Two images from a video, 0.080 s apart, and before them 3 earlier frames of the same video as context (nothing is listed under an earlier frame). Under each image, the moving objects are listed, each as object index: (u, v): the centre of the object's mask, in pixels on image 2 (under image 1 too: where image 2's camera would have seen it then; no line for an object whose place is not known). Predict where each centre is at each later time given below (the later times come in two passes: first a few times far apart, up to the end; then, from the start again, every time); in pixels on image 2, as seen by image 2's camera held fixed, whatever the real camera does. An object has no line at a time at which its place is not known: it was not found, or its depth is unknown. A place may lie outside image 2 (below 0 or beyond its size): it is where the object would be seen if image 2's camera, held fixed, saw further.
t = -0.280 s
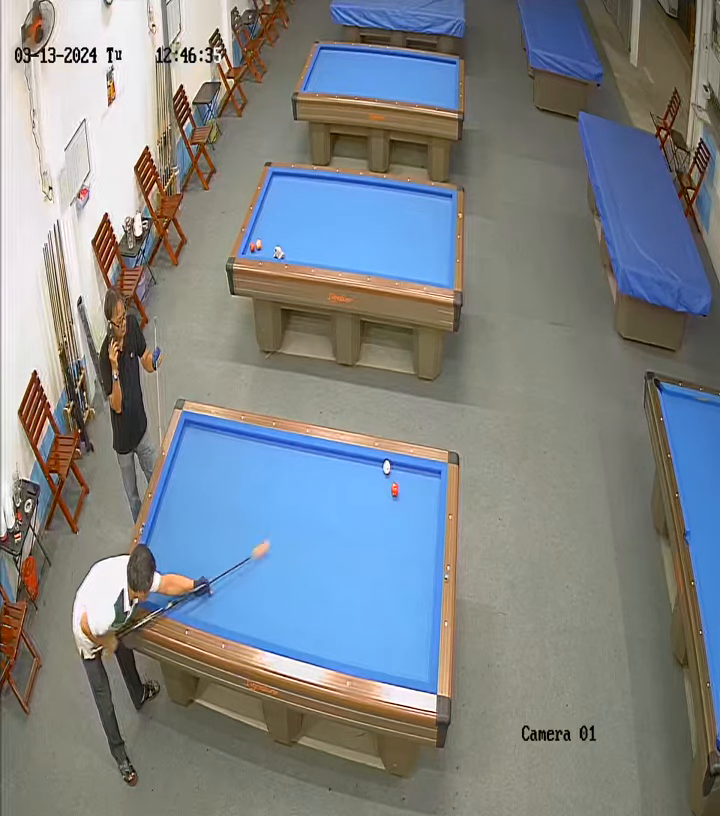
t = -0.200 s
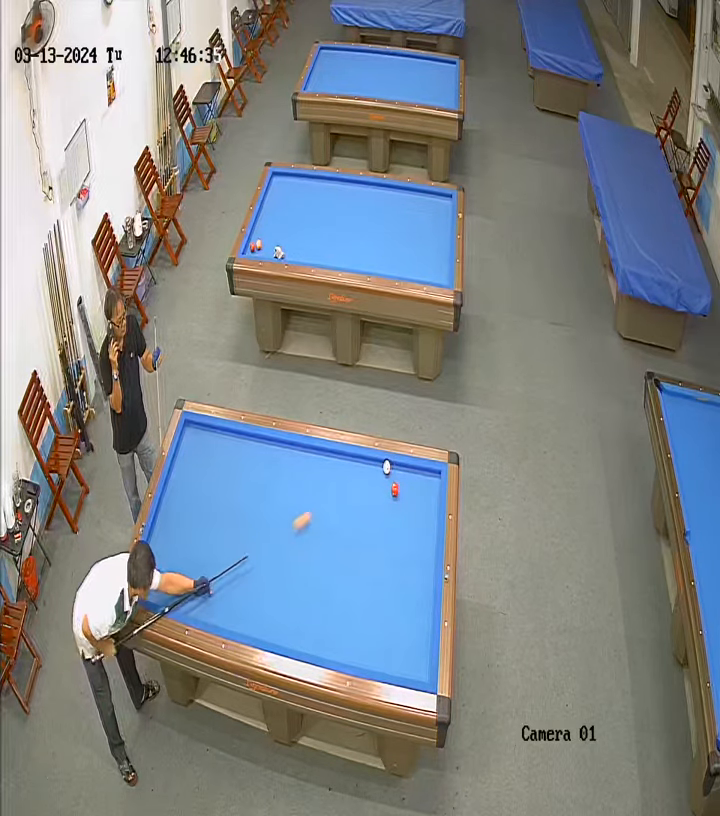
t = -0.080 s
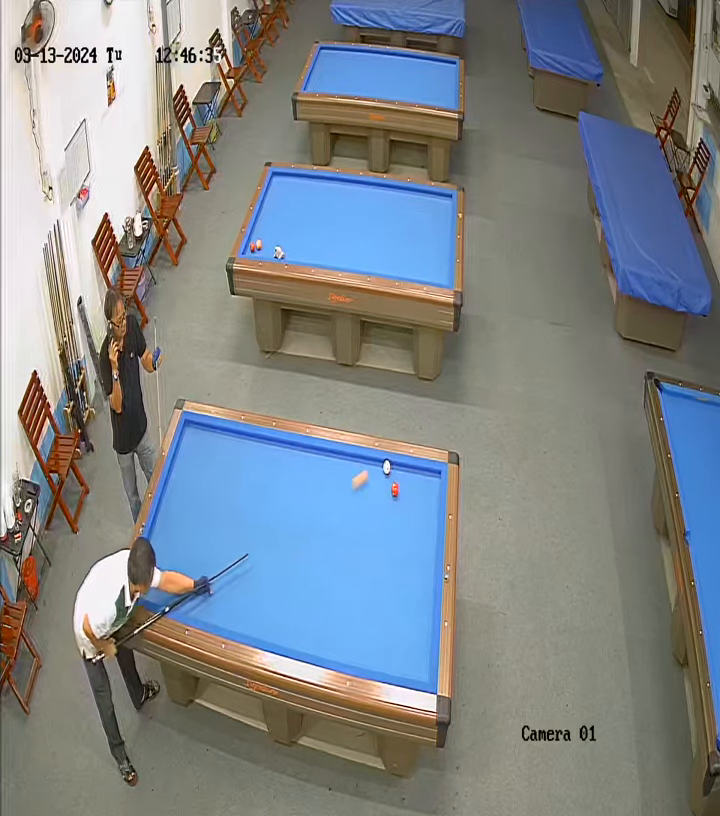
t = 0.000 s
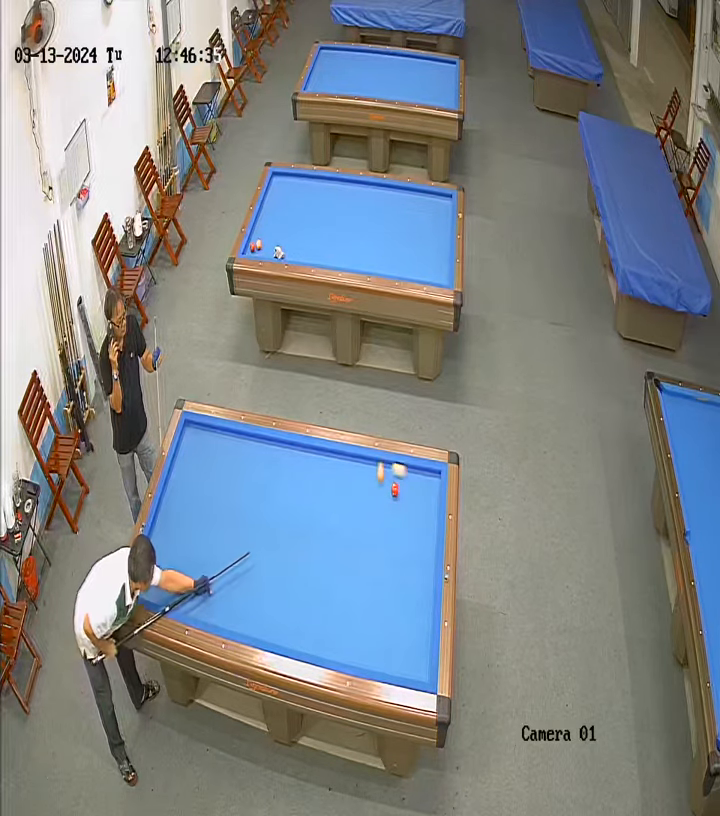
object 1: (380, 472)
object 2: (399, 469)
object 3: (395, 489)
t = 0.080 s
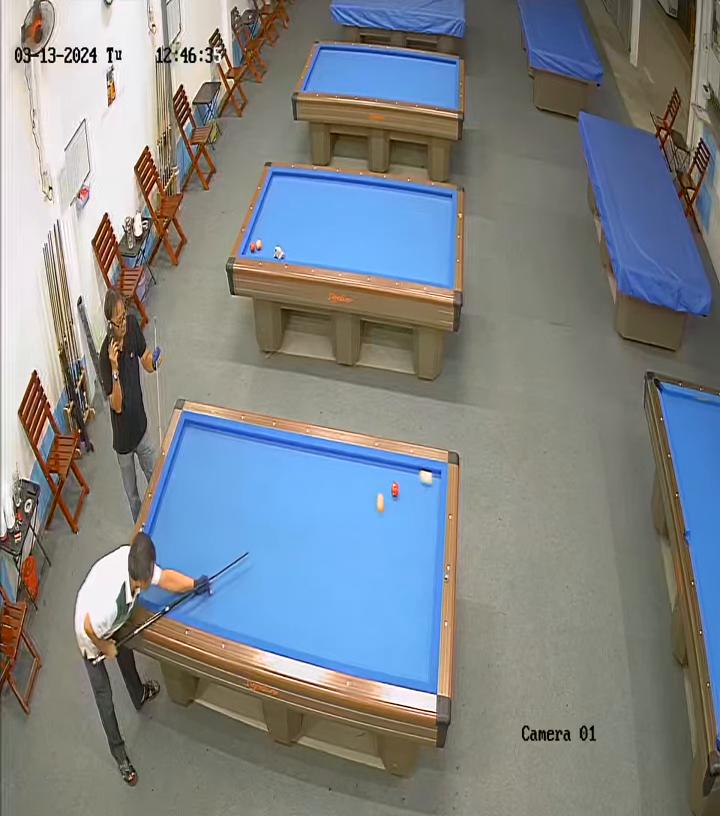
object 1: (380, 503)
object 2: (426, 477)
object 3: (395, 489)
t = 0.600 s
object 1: (406, 649)
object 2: (339, 460)
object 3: (395, 489)
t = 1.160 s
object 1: (424, 555)
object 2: (245, 438)
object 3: (395, 489)
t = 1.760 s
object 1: (410, 483)
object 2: (207, 428)
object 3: (395, 489)
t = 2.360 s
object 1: (394, 483)
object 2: (257, 439)
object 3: (389, 499)
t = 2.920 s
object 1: (384, 486)
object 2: (306, 450)
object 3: (378, 522)
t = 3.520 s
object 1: (376, 489)
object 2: (358, 461)
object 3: (367, 545)
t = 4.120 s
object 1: (369, 491)
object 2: (410, 472)
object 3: (356, 565)
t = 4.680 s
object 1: (364, 493)
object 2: (425, 475)
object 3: (347, 584)
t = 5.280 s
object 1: (360, 494)
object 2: (397, 470)
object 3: (339, 601)
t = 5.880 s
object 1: (358, 494)
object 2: (372, 465)
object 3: (330, 617)
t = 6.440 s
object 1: (357, 494)
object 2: (350, 461)
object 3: (324, 629)
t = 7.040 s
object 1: (357, 494)
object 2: (328, 457)
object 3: (319, 640)
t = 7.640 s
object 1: (357, 494)
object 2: (309, 453)
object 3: (315, 648)
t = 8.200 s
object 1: (357, 494)
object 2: (293, 451)
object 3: (314, 648)
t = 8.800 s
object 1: (357, 494)
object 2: (278, 448)
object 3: (314, 647)
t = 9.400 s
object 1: (357, 494)
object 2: (266, 445)
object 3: (314, 647)
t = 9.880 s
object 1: (357, 494)
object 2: (257, 443)
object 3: (314, 647)
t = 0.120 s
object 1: (380, 518)
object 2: (436, 479)
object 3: (395, 489)
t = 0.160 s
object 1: (381, 535)
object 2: (428, 478)
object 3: (395, 489)
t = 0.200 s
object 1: (381, 550)
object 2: (419, 477)
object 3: (395, 489)
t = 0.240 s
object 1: (383, 566)
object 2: (410, 475)
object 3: (395, 489)
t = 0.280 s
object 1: (384, 582)
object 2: (400, 473)
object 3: (395, 489)
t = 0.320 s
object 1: (386, 598)
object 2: (392, 471)
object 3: (395, 489)
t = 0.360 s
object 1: (388, 614)
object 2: (384, 469)
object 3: (395, 489)
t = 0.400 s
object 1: (390, 630)
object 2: (376, 467)
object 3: (395, 489)
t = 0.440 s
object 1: (393, 646)
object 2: (369, 466)
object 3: (395, 489)
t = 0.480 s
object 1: (396, 662)
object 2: (361, 464)
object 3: (395, 489)
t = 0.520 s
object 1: (400, 669)
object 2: (354, 463)
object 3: (395, 489)
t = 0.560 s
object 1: (403, 659)
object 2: (346, 461)
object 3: (395, 489)
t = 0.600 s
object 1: (406, 649)
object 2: (339, 460)
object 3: (395, 489)
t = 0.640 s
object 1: (409, 639)
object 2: (332, 458)
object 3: (395, 489)
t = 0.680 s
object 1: (412, 630)
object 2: (325, 456)
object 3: (395, 489)
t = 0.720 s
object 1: (415, 622)
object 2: (318, 455)
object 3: (395, 489)
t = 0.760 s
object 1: (418, 615)
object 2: (311, 453)
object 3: (395, 489)
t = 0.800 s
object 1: (421, 608)
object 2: (304, 452)
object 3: (395, 489)
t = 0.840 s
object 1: (424, 601)
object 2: (297, 450)
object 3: (395, 489)
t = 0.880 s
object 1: (427, 595)
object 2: (291, 449)
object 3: (395, 489)
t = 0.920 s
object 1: (430, 589)
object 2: (284, 447)
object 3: (395, 489)
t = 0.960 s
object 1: (431, 583)
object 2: (277, 445)
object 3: (395, 489)
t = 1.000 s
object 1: (429, 577)
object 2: (270, 444)
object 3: (395, 489)
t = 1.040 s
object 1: (428, 572)
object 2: (264, 442)
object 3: (395, 489)
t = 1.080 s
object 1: (427, 567)
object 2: (258, 441)
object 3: (395, 489)
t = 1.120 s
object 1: (426, 561)
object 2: (251, 439)
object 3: (395, 489)
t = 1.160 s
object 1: (424, 555)
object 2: (245, 438)
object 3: (395, 489)
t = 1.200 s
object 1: (424, 551)
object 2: (238, 436)
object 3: (395, 489)
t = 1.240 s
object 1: (422, 545)
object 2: (232, 435)
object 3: (395, 489)
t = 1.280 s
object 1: (421, 540)
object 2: (226, 434)
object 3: (395, 489)
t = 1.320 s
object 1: (421, 535)
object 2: (220, 432)
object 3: (395, 489)
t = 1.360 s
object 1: (420, 530)
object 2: (214, 431)
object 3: (395, 489)
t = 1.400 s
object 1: (419, 525)
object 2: (208, 429)
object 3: (395, 489)
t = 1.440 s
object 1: (418, 521)
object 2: (203, 428)
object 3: (395, 489)
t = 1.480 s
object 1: (417, 516)
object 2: (197, 427)
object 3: (395, 489)
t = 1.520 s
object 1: (416, 511)
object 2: (191, 426)
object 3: (395, 489)
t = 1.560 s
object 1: (415, 506)
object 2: (186, 424)
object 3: (395, 489)
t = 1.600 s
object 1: (414, 501)
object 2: (190, 425)
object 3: (395, 489)
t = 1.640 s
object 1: (413, 497)
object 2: (195, 426)
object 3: (395, 489)
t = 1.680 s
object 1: (412, 492)
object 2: (199, 427)
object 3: (395, 489)
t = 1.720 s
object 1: (411, 488)
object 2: (204, 428)
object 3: (395, 489)
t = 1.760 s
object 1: (410, 483)
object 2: (207, 428)
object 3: (395, 489)
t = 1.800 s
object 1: (409, 479)
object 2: (211, 429)
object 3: (395, 489)
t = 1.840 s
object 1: (408, 474)
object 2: (214, 430)
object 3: (395, 489)
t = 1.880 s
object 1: (408, 470)
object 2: (217, 431)
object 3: (395, 489)
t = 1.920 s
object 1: (406, 471)
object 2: (220, 431)
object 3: (395, 489)
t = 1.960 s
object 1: (404, 474)
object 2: (224, 432)
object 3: (395, 489)
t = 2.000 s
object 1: (403, 476)
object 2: (227, 433)
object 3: (395, 489)
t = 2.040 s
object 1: (401, 478)
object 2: (230, 434)
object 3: (395, 489)
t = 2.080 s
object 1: (399, 480)
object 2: (234, 434)
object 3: (394, 490)
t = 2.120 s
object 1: (398, 481)
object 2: (237, 435)
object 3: (394, 490)
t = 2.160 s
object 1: (398, 482)
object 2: (240, 436)
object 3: (393, 492)
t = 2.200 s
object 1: (397, 482)
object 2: (244, 437)
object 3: (392, 494)
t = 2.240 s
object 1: (396, 482)
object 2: (247, 438)
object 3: (392, 495)
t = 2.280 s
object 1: (396, 483)
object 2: (251, 438)
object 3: (391, 497)
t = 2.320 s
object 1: (394, 483)
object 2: (254, 439)
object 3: (390, 498)
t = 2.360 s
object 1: (394, 483)
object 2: (257, 439)
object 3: (389, 499)
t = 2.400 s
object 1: (393, 483)
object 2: (261, 440)
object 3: (389, 501)
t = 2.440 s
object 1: (392, 483)
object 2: (264, 441)
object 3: (388, 502)
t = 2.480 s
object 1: (391, 483)
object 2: (268, 442)
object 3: (387, 504)
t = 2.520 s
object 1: (391, 483)
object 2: (271, 442)
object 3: (386, 505)
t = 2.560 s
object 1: (390, 484)
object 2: (274, 443)
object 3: (385, 507)
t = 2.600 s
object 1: (390, 484)
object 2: (278, 444)
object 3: (385, 508)
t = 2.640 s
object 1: (389, 484)
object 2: (281, 445)
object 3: (384, 510)
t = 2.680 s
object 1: (388, 484)
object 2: (285, 446)
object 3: (383, 512)
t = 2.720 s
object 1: (388, 484)
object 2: (288, 446)
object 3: (382, 513)
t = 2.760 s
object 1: (387, 485)
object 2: (292, 447)
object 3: (382, 514)
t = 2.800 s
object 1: (386, 485)
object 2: (295, 448)
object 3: (381, 516)
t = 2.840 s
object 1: (386, 485)
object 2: (299, 449)
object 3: (380, 519)
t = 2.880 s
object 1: (385, 486)
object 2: (302, 449)
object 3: (379, 520)
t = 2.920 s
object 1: (384, 486)
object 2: (306, 450)
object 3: (378, 522)
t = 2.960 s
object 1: (384, 486)
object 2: (309, 451)
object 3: (377, 523)
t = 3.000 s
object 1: (383, 486)
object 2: (313, 452)
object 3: (377, 525)
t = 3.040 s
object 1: (383, 487)
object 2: (316, 452)
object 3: (376, 526)
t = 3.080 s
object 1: (382, 487)
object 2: (320, 453)
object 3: (375, 528)
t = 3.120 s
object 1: (381, 487)
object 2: (323, 454)
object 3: (375, 529)
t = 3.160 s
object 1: (381, 487)
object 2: (327, 455)
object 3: (374, 530)
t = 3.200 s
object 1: (380, 487)
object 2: (330, 456)
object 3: (373, 532)
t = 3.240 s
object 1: (380, 487)
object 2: (334, 456)
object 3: (372, 534)
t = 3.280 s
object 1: (379, 488)
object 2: (337, 457)
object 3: (371, 535)
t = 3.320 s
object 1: (378, 488)
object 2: (341, 458)
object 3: (371, 537)
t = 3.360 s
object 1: (378, 488)
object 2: (345, 459)
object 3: (370, 539)
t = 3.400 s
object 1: (377, 489)
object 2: (348, 459)
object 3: (369, 540)
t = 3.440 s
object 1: (377, 489)
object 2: (352, 460)
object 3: (368, 542)
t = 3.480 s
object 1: (376, 489)
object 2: (355, 461)
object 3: (368, 543)
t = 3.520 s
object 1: (376, 489)
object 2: (358, 461)
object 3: (367, 545)
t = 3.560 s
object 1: (376, 489)
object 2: (362, 462)
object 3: (366, 545)
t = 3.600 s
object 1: (375, 489)
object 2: (365, 463)
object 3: (365, 547)
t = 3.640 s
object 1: (374, 490)
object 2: (369, 464)
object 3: (365, 549)
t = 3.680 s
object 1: (374, 490)
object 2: (372, 464)
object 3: (364, 550)
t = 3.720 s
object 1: (374, 490)
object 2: (376, 465)
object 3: (363, 552)
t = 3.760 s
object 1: (373, 490)
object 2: (379, 466)
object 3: (363, 553)
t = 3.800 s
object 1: (372, 490)
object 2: (383, 467)
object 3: (362, 554)
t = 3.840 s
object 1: (372, 490)
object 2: (386, 467)
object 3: (361, 556)
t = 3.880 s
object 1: (372, 491)
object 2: (390, 468)
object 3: (361, 557)
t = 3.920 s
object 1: (371, 491)
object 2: (393, 468)
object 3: (360, 558)
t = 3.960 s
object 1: (371, 491)
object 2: (396, 469)
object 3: (359, 560)
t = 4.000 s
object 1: (370, 491)
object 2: (400, 470)
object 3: (359, 561)
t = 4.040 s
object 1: (370, 491)
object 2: (403, 471)
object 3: (358, 562)
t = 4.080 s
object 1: (369, 491)
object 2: (407, 472)
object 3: (357, 564)
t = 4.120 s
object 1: (369, 491)
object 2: (410, 472)
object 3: (356, 565)
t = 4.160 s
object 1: (368, 491)
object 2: (414, 473)
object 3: (356, 567)
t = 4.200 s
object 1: (368, 491)
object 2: (417, 474)
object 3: (355, 569)
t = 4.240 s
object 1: (368, 492)
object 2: (420, 474)
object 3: (355, 569)
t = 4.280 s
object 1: (367, 492)
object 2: (424, 475)
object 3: (354, 571)
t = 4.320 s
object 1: (367, 492)
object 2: (427, 476)
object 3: (353, 572)
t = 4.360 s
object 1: (367, 492)
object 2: (431, 476)
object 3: (353, 573)
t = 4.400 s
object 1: (366, 492)
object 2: (434, 477)
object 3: (352, 575)
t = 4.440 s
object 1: (366, 492)
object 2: (436, 477)
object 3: (351, 576)
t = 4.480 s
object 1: (366, 492)
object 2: (435, 477)
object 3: (351, 577)
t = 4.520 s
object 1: (365, 492)
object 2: (433, 477)
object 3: (350, 578)
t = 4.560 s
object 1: (365, 492)
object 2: (431, 476)
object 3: (349, 580)
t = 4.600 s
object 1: (364, 492)
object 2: (429, 476)
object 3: (349, 581)
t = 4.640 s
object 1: (364, 492)
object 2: (427, 476)
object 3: (348, 583)
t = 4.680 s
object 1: (364, 493)
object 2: (425, 475)
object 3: (347, 584)
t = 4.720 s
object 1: (364, 493)
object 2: (423, 475)
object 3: (347, 585)
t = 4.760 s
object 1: (363, 493)
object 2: (421, 475)
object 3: (346, 586)
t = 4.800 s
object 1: (363, 493)
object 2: (419, 475)
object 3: (346, 587)
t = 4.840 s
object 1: (363, 493)
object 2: (418, 474)
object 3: (345, 588)
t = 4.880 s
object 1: (363, 493)
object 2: (416, 474)
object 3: (344, 590)
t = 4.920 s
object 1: (363, 493)
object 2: (414, 473)
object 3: (344, 591)
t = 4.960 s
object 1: (362, 493)
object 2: (412, 473)
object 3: (343, 592)
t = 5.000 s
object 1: (362, 494)
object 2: (410, 473)
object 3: (343, 593)
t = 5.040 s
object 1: (362, 494)
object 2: (408, 472)
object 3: (342, 594)
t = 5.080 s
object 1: (362, 494)
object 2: (406, 472)
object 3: (341, 596)
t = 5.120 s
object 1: (361, 494)
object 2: (405, 472)
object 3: (341, 596)
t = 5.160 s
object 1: (361, 494)
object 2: (403, 471)
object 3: (340, 597)
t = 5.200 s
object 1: (361, 494)
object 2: (401, 471)
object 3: (340, 599)
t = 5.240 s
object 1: (361, 494)
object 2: (399, 471)
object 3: (339, 600)
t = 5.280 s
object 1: (360, 494)
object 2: (397, 470)
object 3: (339, 601)
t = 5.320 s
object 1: (360, 494)
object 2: (395, 470)
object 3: (338, 602)
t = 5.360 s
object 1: (360, 494)
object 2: (394, 469)
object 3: (337, 603)
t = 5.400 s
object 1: (360, 494)
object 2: (392, 469)
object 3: (337, 605)
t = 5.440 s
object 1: (360, 494)
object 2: (390, 469)
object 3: (336, 606)
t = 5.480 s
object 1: (359, 494)
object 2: (388, 468)
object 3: (336, 607)
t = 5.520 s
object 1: (359, 494)
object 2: (387, 468)
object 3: (335, 608)
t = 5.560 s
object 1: (359, 494)
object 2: (385, 467)
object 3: (335, 609)
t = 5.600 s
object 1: (359, 494)
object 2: (383, 467)
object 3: (334, 610)
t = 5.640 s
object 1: (359, 494)
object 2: (382, 467)
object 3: (334, 611)
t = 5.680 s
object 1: (359, 494)
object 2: (380, 466)
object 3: (333, 612)
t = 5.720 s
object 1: (359, 494)
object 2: (378, 466)
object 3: (332, 613)
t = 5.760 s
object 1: (358, 494)
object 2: (377, 466)
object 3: (332, 614)
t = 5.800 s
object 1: (358, 494)
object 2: (375, 465)
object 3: (331, 615)
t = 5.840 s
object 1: (358, 494)
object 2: (373, 465)
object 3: (331, 615)
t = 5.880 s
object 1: (358, 494)
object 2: (372, 465)
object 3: (330, 617)
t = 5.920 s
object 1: (358, 494)
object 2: (370, 464)
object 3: (330, 617)
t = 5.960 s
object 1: (358, 494)
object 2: (369, 464)
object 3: (329, 619)
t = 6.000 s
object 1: (358, 494)
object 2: (367, 464)
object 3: (329, 619)
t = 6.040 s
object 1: (358, 494)
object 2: (365, 464)
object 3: (328, 621)
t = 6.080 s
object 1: (358, 494)
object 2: (364, 464)
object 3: (328, 621)
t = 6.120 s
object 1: (358, 494)
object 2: (362, 463)
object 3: (327, 622)
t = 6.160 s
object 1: (358, 494)
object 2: (360, 463)
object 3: (327, 623)
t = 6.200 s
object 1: (358, 494)
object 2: (359, 462)
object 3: (327, 624)
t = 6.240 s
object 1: (357, 495)
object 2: (357, 462)
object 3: (326, 625)
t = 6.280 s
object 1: (357, 495)
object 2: (356, 462)
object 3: (326, 626)
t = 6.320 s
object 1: (357, 494)
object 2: (354, 461)
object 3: (325, 627)
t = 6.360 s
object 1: (357, 494)
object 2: (353, 461)
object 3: (325, 627)
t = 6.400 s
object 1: (357, 494)
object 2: (351, 461)
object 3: (324, 628)
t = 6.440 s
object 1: (357, 494)
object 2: (350, 461)
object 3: (324, 629)
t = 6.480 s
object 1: (357, 494)
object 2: (348, 461)
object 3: (323, 630)
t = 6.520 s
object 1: (357, 494)
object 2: (347, 460)
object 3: (323, 631)
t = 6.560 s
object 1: (357, 494)
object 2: (345, 460)
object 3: (323, 632)
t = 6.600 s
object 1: (357, 494)
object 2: (344, 460)
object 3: (323, 632)
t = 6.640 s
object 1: (357, 494)
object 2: (342, 460)
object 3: (322, 633)
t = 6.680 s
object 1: (357, 494)
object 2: (341, 459)
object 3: (321, 635)
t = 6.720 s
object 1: (357, 494)
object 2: (339, 459)
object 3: (321, 635)
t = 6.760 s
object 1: (357, 494)
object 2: (338, 459)
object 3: (321, 636)
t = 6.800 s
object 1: (357, 494)
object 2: (336, 458)
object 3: (321, 636)
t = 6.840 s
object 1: (357, 494)
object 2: (335, 458)
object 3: (320, 637)
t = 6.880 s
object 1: (357, 494)
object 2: (334, 458)
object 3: (320, 638)
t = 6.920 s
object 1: (357, 494)
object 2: (332, 458)
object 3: (320, 638)
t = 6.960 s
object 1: (357, 494)
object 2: (331, 458)
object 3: (319, 639)
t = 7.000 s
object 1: (357, 494)
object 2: (330, 457)
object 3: (319, 640)
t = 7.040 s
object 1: (357, 494)
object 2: (328, 457)
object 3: (319, 640)
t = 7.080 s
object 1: (357, 494)
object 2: (327, 457)
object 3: (319, 641)
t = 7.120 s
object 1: (357, 494)
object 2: (325, 456)
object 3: (318, 641)
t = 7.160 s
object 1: (357, 494)
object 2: (324, 456)
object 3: (318, 642)
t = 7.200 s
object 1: (357, 494)
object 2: (323, 456)
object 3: (318, 643)
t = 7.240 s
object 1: (357, 494)
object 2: (322, 456)
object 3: (317, 643)
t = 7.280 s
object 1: (357, 494)
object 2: (320, 455)
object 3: (317, 644)
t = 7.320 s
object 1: (357, 494)
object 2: (319, 455)
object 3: (317, 645)
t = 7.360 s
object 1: (357, 494)
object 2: (318, 455)
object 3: (317, 645)
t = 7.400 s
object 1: (357, 494)
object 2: (316, 455)
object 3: (316, 646)
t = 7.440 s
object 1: (357, 494)
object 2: (315, 454)
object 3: (316, 646)
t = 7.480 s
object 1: (357, 494)
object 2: (314, 455)
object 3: (316, 646)
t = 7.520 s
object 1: (357, 494)
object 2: (313, 454)
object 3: (315, 647)
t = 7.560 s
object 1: (357, 494)
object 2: (311, 454)
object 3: (315, 647)
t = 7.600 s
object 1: (357, 494)
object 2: (310, 454)
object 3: (315, 647)
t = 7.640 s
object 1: (357, 494)
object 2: (309, 453)
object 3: (315, 648)
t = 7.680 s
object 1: (357, 494)
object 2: (308, 453)
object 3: (315, 648)
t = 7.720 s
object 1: (357, 494)
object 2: (306, 453)
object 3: (315, 648)
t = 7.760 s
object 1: (357, 494)
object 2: (305, 453)
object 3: (315, 649)
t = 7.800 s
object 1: (357, 494)
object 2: (304, 453)
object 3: (315, 649)
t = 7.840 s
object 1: (357, 494)
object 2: (303, 453)
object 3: (314, 649)
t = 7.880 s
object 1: (357, 494)
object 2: (302, 452)
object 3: (314, 649)
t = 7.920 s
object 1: (357, 494)
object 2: (301, 452)
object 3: (314, 649)
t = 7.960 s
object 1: (357, 494)
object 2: (300, 452)
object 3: (314, 648)
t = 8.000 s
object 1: (357, 494)
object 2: (299, 452)
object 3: (314, 648)
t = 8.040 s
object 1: (357, 494)
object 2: (297, 452)
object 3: (314, 648)
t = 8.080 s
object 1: (357, 494)
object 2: (296, 451)
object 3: (314, 648)
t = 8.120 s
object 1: (357, 494)
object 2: (295, 451)
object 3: (314, 648)
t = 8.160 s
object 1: (357, 494)
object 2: (294, 451)
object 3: (314, 648)
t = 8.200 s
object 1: (357, 494)
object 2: (293, 451)
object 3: (314, 648)
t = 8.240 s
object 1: (357, 494)
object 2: (292, 451)
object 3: (314, 648)
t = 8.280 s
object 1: (357, 494)
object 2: (291, 450)
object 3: (314, 648)
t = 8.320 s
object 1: (357, 494)
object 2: (290, 450)
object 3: (314, 648)
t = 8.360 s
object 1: (357, 494)
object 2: (289, 450)
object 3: (314, 648)
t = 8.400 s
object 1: (357, 494)
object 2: (288, 450)
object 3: (314, 648)
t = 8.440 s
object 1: (357, 494)
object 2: (287, 449)
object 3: (314, 648)
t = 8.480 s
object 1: (357, 494)
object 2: (286, 449)
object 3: (314, 647)
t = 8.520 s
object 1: (357, 494)
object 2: (285, 449)
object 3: (314, 647)
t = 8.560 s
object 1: (357, 494)
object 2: (284, 448)
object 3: (314, 647)
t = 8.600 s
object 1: (357, 494)
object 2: (283, 448)
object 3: (314, 647)
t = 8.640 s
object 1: (357, 494)
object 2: (282, 448)
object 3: (314, 647)
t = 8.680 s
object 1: (357, 494)
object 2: (281, 448)
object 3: (314, 647)
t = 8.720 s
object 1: (357, 494)
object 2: (280, 448)
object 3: (314, 647)
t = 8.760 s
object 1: (357, 494)
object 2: (279, 448)
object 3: (314, 647)
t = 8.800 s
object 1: (357, 494)
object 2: (278, 448)
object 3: (314, 647)
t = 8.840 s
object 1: (357, 494)
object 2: (277, 448)
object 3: (314, 647)
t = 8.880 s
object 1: (357, 494)
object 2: (277, 447)
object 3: (314, 647)
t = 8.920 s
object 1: (357, 494)
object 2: (276, 447)
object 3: (314, 647)
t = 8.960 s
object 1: (357, 494)
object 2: (275, 447)
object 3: (314, 647)
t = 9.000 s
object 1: (357, 494)
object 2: (274, 447)
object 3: (314, 647)
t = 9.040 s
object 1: (357, 494)
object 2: (273, 447)
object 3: (314, 647)
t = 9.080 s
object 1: (357, 494)
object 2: (272, 446)
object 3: (314, 647)
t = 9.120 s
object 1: (357, 494)
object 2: (272, 446)
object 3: (314, 647)
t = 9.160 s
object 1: (357, 494)
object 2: (271, 446)
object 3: (314, 647)
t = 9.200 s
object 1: (357, 494)
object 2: (270, 446)
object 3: (314, 647)
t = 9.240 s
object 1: (357, 494)
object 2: (269, 446)
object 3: (314, 647)
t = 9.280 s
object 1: (357, 494)
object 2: (268, 446)
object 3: (314, 647)
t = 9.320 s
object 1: (357, 494)
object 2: (268, 445)
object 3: (314, 647)
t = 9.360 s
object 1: (357, 494)
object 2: (267, 445)
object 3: (314, 647)
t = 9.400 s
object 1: (357, 494)
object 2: (266, 445)
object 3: (314, 647)
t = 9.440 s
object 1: (357, 494)
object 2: (265, 445)
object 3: (314, 647)
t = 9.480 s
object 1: (357, 494)
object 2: (264, 445)
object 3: (314, 647)
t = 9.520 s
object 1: (357, 494)
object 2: (263, 445)
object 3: (314, 647)
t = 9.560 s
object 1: (357, 494)
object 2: (263, 445)
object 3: (314, 647)
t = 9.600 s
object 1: (357, 494)
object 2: (262, 445)
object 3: (314, 647)
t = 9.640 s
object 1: (357, 494)
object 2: (261, 444)
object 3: (314, 647)
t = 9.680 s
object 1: (357, 494)
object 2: (261, 444)
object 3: (314, 647)
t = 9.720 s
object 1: (357, 494)
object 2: (260, 444)
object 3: (314, 647)
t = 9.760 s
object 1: (357, 494)
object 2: (259, 444)
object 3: (314, 647)
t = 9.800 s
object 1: (357, 494)
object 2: (259, 444)
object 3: (314, 647)
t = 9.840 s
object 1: (357, 494)
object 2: (258, 444)
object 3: (314, 647)
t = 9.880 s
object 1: (357, 494)
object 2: (257, 443)
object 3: (314, 647)
